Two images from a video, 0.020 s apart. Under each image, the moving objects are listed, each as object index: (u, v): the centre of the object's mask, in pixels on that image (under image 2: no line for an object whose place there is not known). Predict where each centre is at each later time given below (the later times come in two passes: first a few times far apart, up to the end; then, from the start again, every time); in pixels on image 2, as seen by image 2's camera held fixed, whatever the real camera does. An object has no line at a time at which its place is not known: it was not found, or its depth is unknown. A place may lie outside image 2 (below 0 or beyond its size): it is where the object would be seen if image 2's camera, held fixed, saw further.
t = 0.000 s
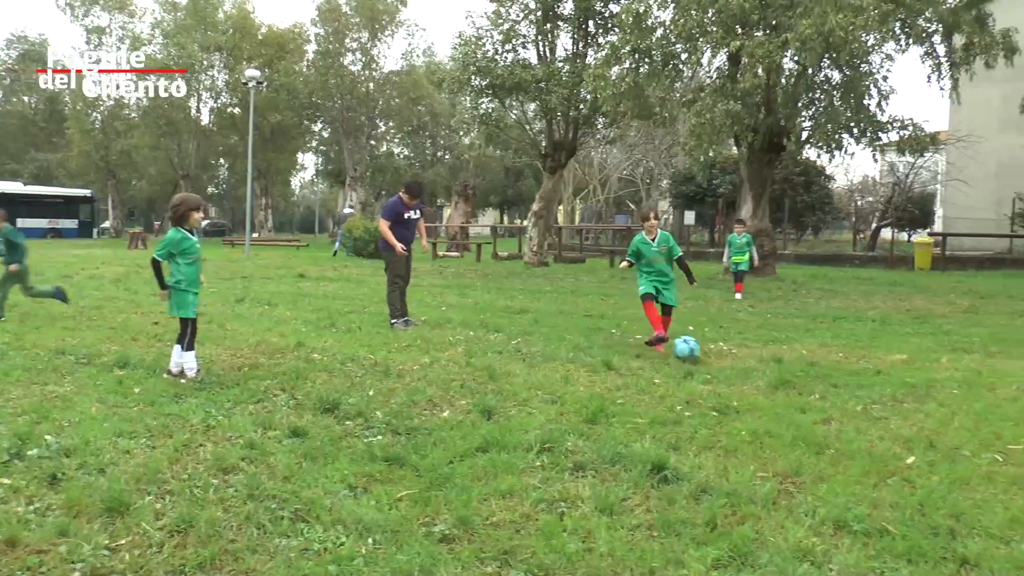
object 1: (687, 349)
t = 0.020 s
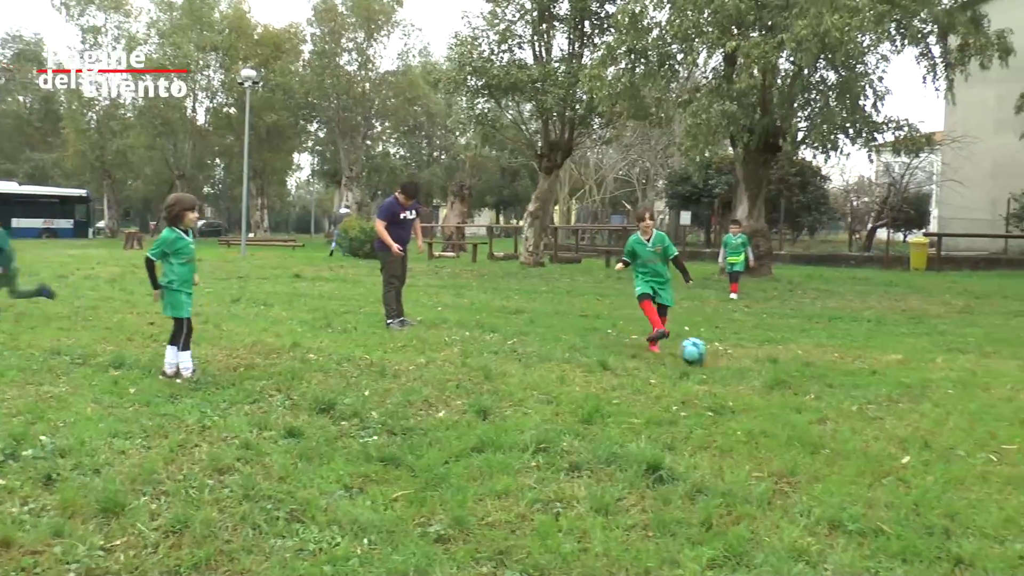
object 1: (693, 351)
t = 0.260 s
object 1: (835, 385)
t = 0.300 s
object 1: (857, 388)
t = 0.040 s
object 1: (706, 354)
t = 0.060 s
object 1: (718, 356)
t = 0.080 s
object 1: (731, 361)
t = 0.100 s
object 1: (744, 365)
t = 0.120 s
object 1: (757, 368)
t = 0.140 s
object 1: (771, 372)
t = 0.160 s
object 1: (783, 375)
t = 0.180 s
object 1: (794, 379)
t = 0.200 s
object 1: (805, 380)
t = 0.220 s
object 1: (815, 382)
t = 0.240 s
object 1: (825, 383)
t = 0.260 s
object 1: (835, 385)
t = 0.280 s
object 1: (846, 386)
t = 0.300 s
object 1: (857, 388)
